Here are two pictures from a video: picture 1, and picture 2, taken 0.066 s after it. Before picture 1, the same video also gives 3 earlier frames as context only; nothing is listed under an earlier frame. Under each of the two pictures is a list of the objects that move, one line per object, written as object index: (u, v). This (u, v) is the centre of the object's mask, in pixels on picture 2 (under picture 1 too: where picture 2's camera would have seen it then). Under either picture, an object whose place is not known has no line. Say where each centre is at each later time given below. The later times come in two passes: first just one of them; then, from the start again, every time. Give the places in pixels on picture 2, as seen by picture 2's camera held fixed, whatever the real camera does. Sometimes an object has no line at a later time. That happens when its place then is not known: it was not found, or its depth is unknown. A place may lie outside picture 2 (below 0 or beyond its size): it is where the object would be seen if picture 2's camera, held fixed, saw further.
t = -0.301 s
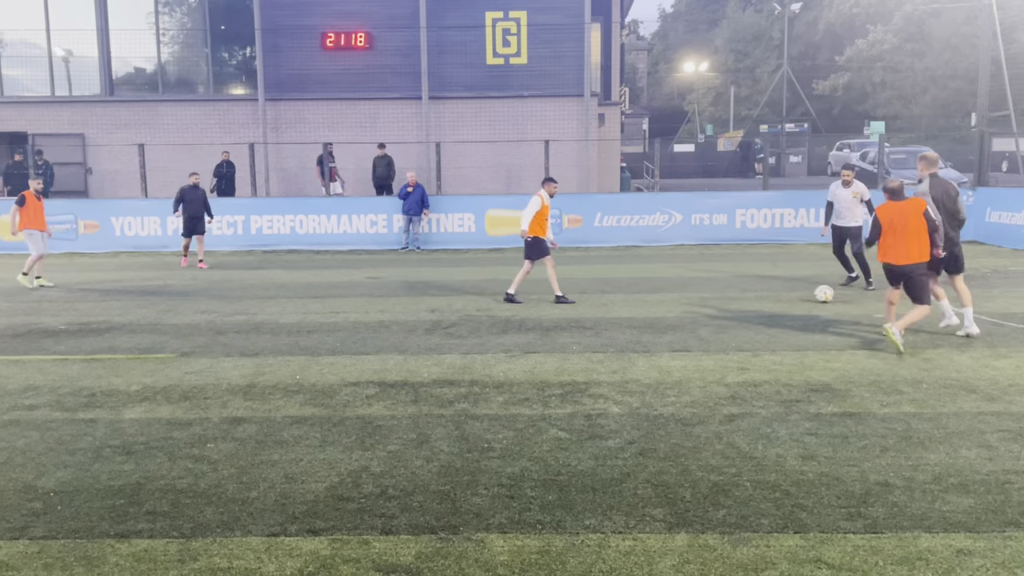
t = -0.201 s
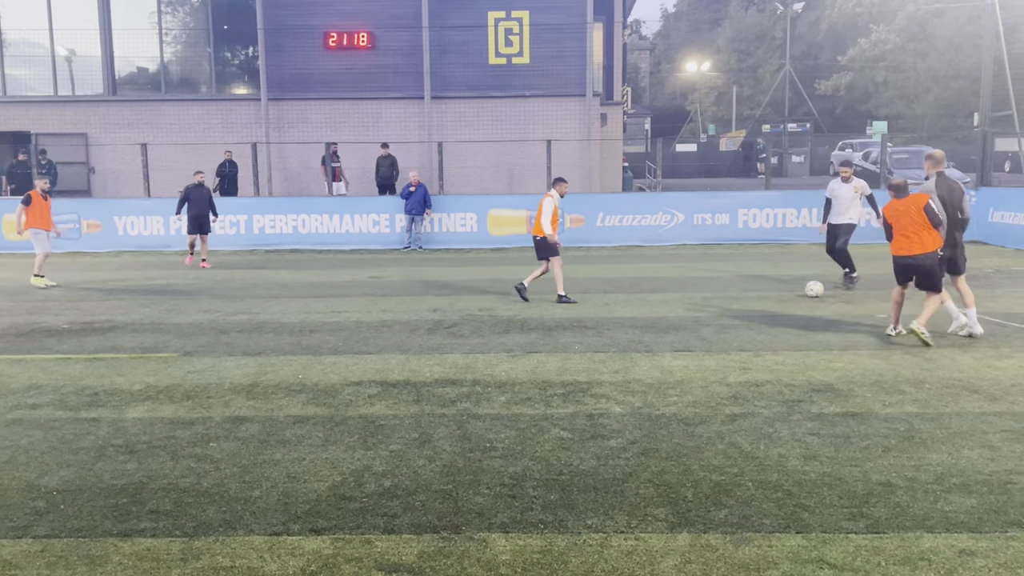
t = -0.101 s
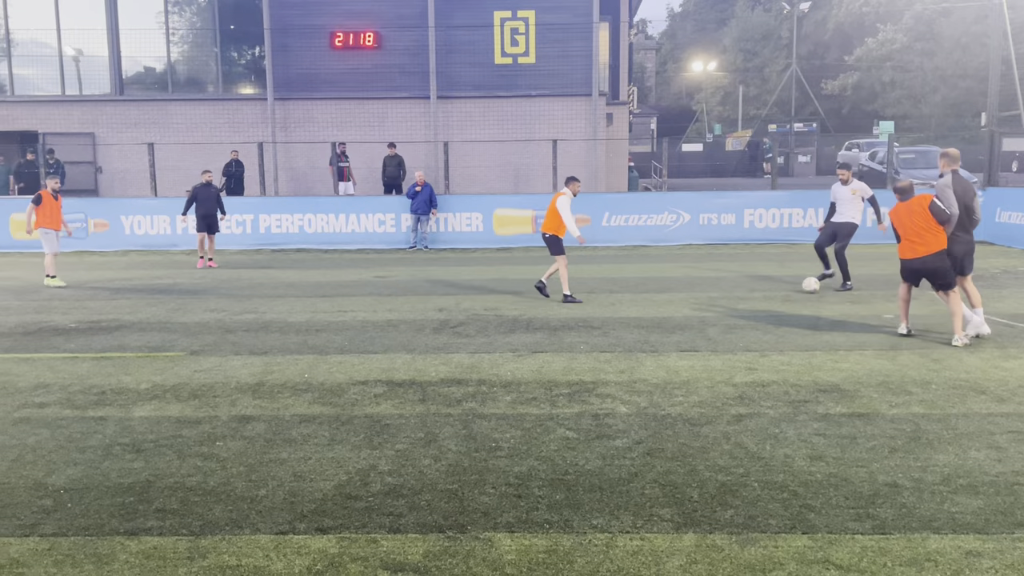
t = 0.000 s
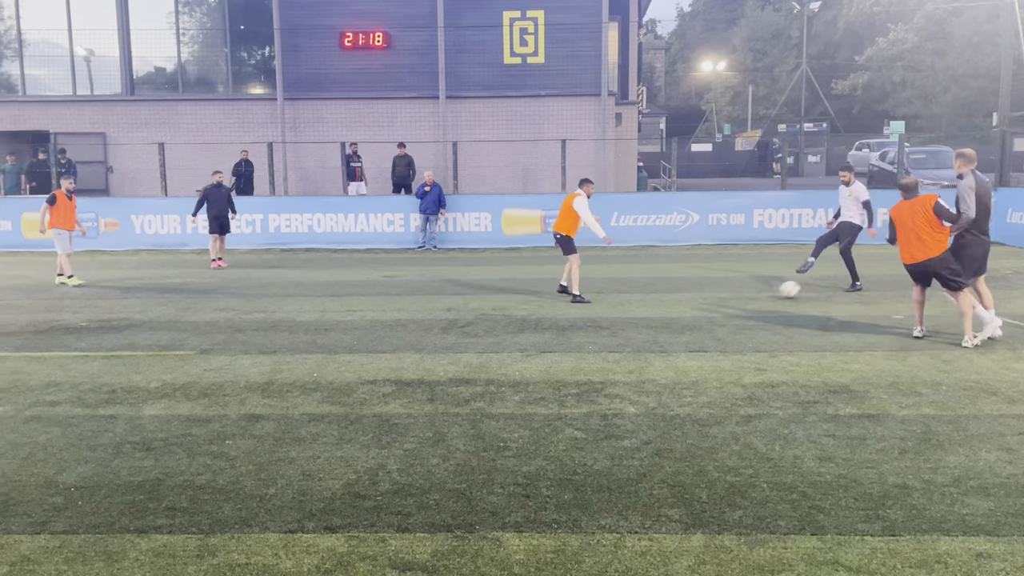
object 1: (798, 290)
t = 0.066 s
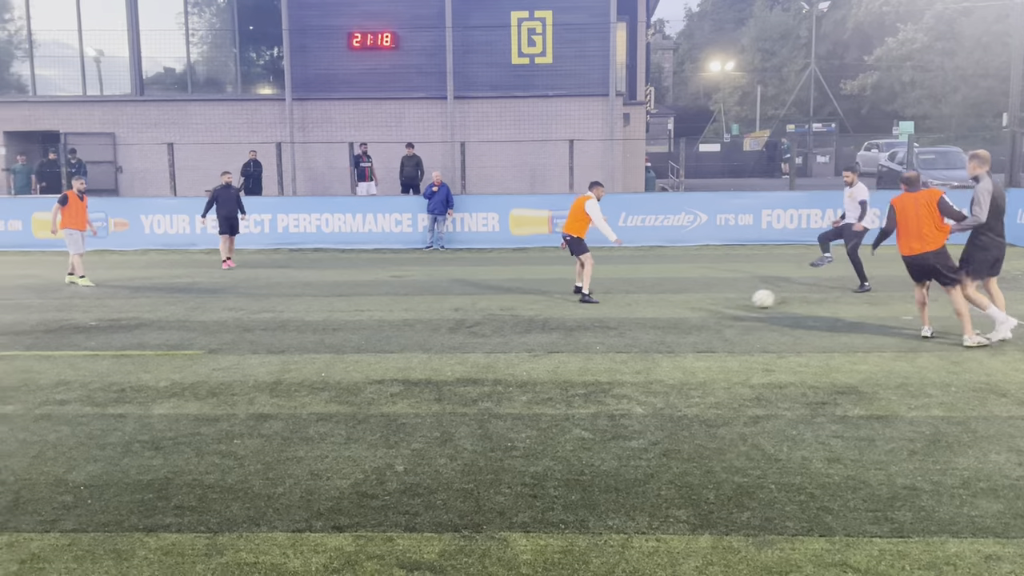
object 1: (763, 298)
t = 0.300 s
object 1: (611, 339)
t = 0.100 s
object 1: (744, 303)
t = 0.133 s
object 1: (723, 309)
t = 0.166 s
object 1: (704, 314)
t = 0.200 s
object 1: (683, 318)
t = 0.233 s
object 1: (660, 324)
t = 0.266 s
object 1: (635, 332)
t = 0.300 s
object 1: (611, 339)
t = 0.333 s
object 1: (585, 343)
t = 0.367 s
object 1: (557, 349)
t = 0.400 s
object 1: (527, 357)
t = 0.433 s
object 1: (495, 369)
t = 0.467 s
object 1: (460, 380)
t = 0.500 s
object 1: (423, 390)
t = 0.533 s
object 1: (384, 402)
